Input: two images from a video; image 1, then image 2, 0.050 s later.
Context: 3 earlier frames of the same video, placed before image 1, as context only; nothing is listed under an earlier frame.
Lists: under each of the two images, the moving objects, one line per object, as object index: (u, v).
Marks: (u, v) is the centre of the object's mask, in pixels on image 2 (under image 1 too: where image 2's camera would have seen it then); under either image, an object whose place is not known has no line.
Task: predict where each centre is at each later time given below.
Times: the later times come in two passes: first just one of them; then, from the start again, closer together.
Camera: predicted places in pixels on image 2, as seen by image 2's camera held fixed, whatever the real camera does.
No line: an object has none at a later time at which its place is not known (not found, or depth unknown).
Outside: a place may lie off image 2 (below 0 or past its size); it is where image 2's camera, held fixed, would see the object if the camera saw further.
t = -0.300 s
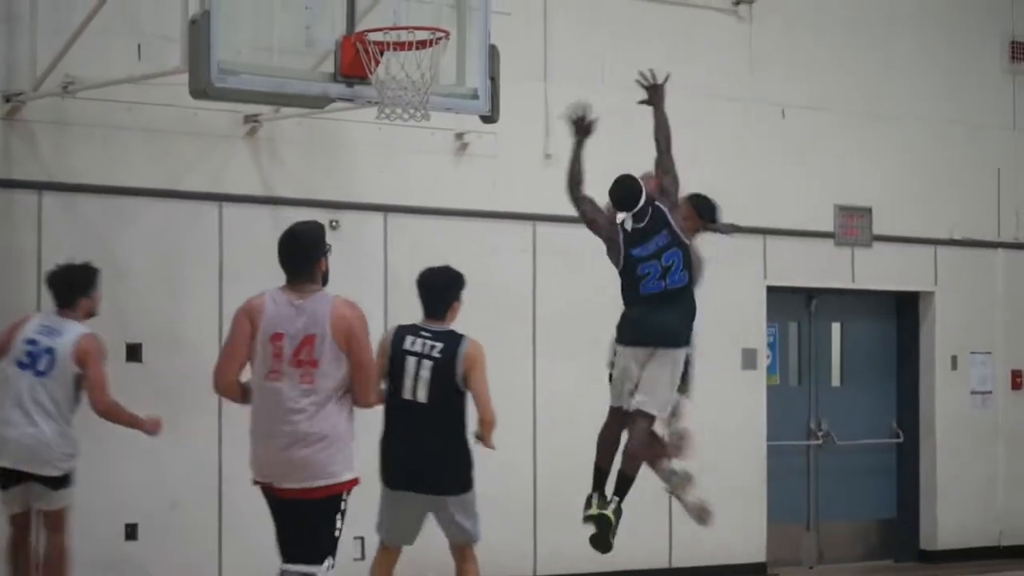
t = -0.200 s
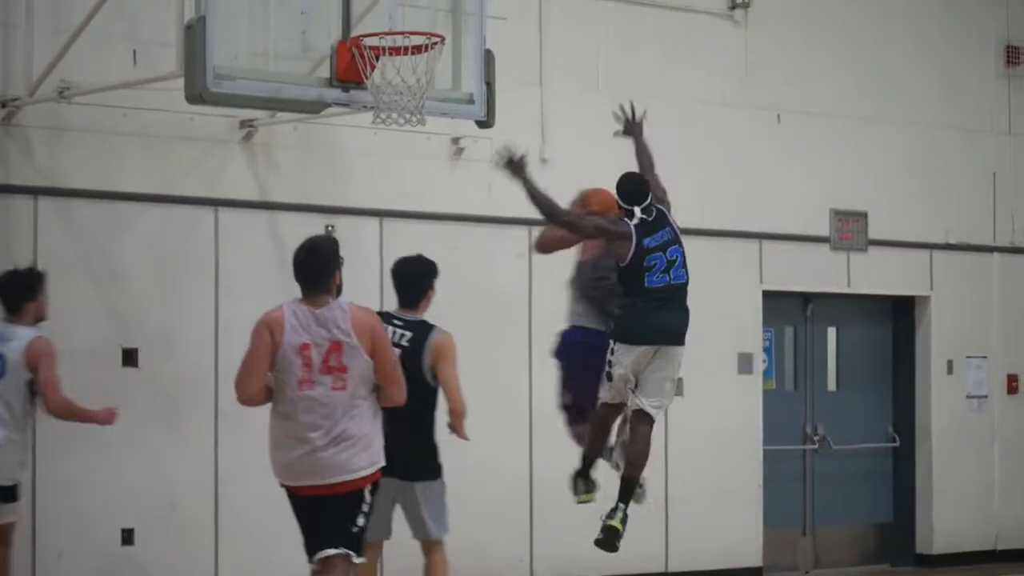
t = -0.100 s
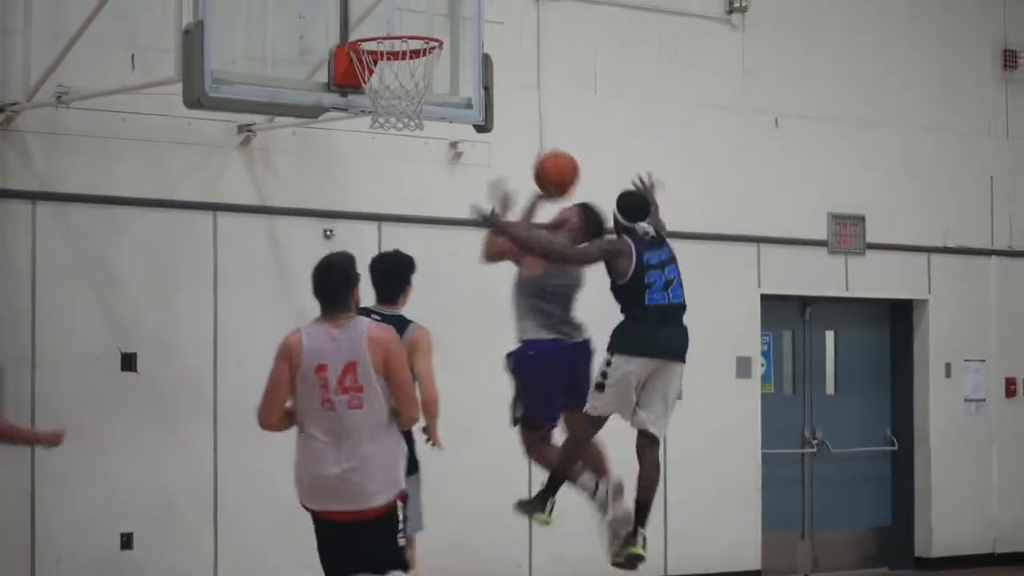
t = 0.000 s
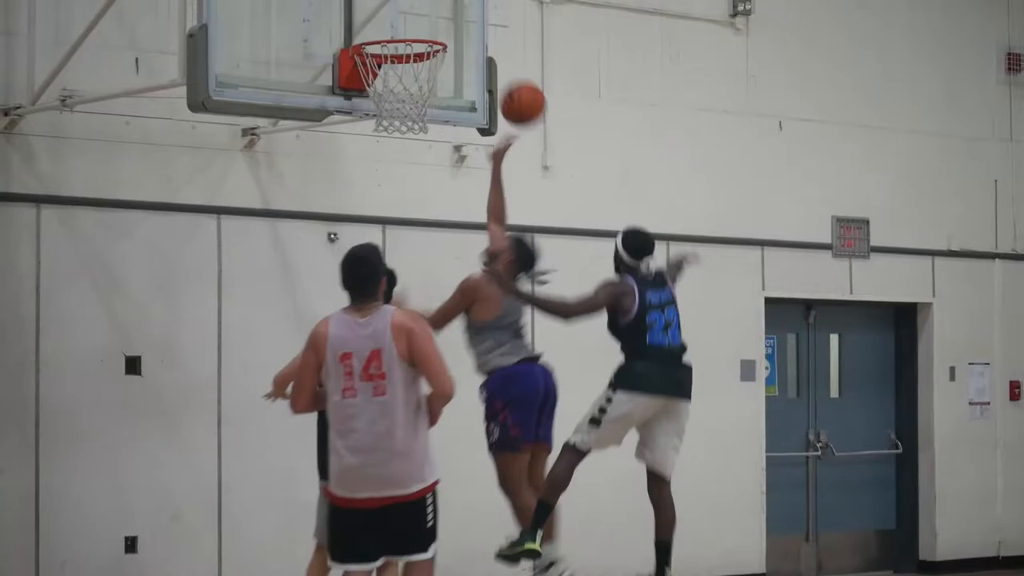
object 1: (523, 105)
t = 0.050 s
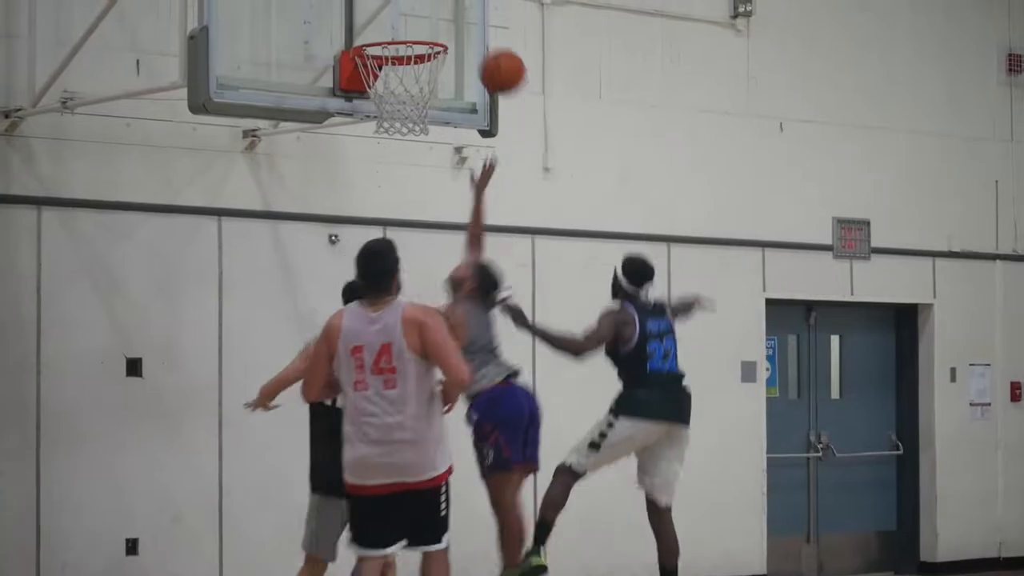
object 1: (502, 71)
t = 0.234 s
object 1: (424, -2)
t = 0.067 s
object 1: (495, 61)
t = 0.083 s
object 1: (488, 51)
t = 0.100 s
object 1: (481, 41)
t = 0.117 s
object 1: (475, 32)
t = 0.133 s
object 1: (467, 24)
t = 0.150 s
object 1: (460, 17)
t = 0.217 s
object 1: (431, 1)
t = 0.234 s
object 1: (424, -2)
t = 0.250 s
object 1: (417, -6)
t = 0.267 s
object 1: (413, -8)
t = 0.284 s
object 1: (412, -11)
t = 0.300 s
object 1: (411, -13)
